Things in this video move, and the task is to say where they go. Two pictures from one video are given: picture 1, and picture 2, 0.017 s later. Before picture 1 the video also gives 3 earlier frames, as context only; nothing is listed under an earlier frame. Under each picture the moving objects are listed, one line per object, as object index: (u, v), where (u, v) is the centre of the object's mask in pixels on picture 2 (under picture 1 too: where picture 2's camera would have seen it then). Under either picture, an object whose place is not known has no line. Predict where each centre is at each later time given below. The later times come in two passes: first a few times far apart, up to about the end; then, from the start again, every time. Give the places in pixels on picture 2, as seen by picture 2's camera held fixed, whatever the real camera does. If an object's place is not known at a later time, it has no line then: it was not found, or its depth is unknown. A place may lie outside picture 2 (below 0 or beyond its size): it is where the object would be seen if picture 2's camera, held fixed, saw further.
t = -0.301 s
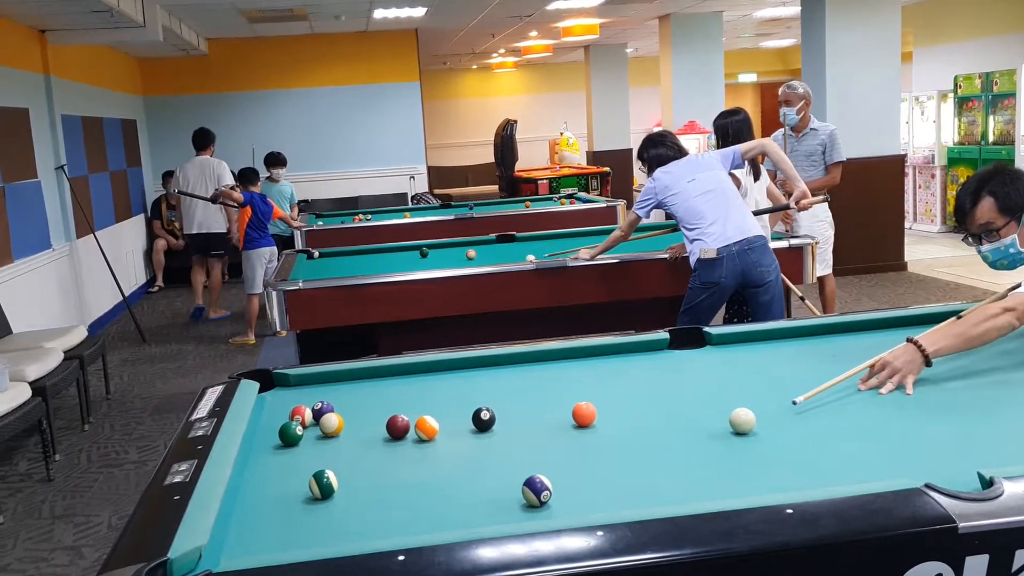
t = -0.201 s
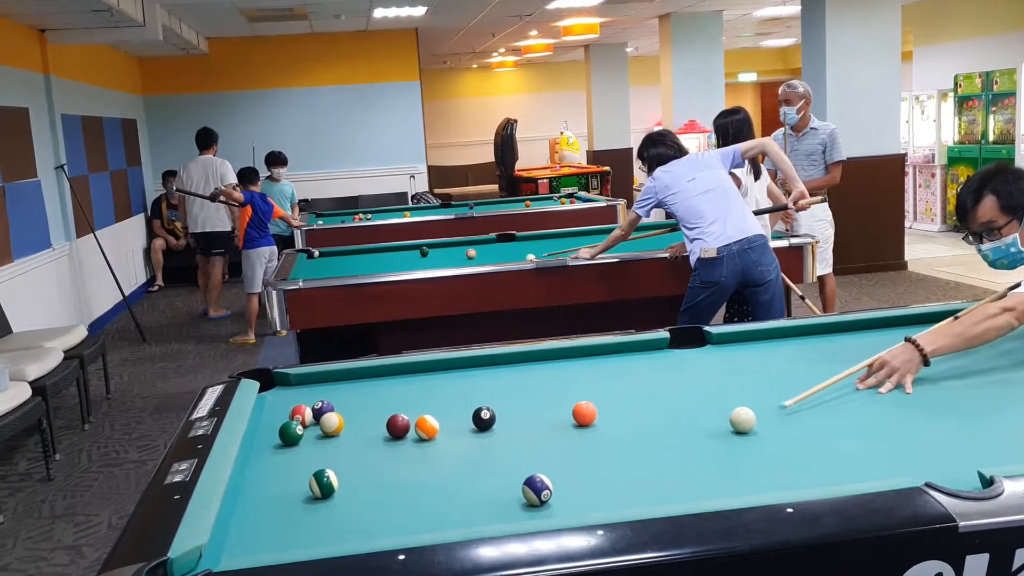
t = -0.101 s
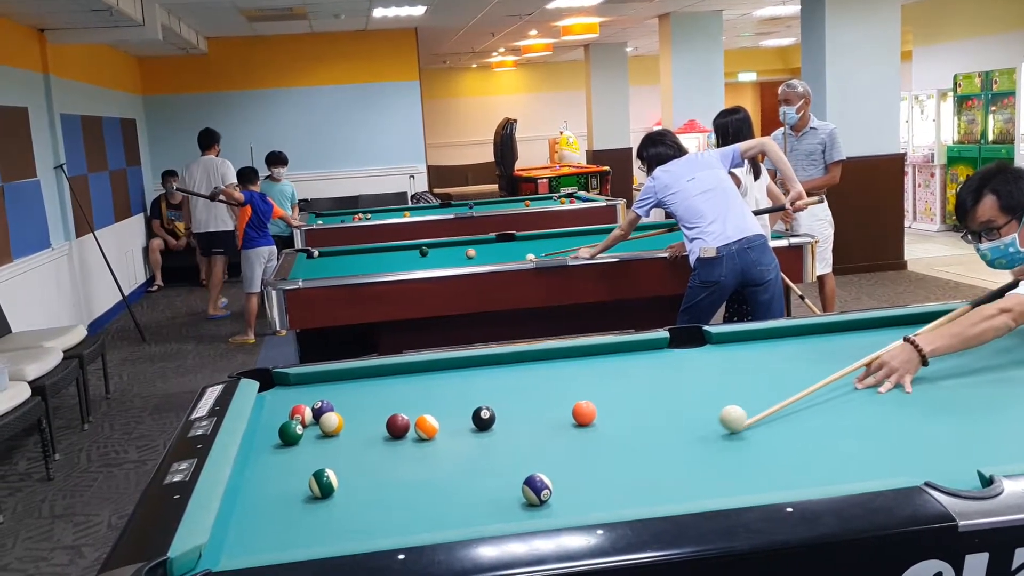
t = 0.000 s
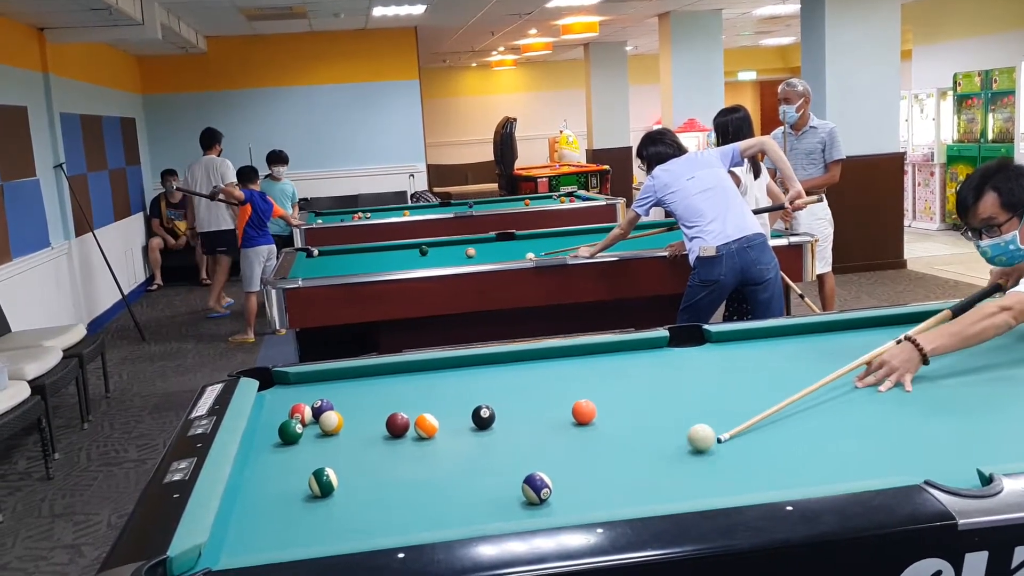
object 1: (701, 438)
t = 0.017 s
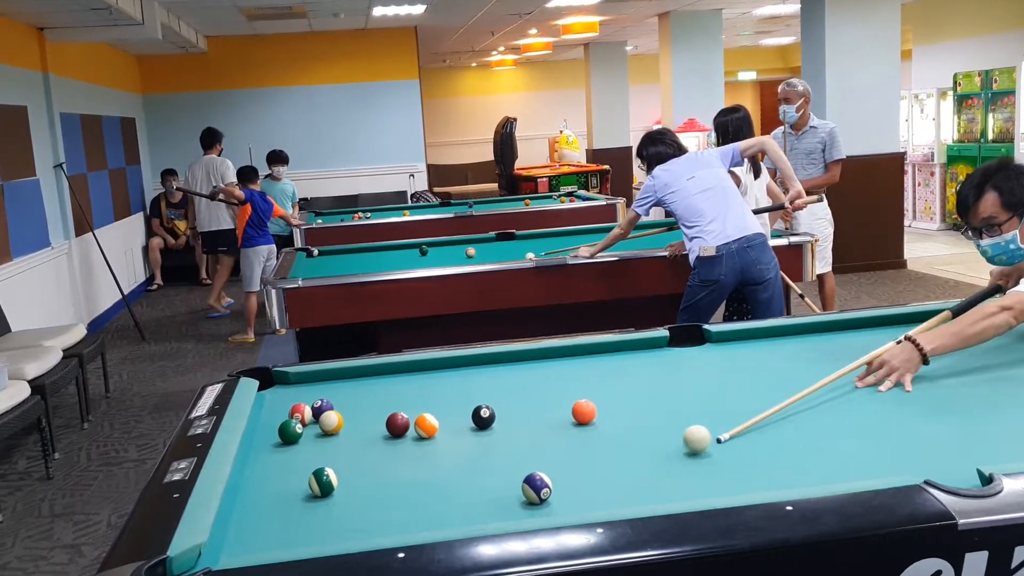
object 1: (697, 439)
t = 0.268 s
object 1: (644, 472)
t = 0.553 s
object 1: (585, 504)
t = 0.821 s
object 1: (524, 506)
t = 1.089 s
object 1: (470, 503)
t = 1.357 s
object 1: (422, 497)
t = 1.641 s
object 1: (378, 491)
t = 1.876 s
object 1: (345, 488)
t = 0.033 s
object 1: (692, 441)
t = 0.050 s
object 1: (688, 445)
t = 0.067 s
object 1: (684, 447)
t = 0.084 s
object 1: (680, 450)
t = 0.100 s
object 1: (676, 452)
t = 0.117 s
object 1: (673, 454)
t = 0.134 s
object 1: (669, 456)
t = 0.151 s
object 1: (666, 458)
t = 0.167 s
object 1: (663, 460)
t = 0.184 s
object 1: (660, 462)
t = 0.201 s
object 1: (657, 464)
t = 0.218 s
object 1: (654, 466)
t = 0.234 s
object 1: (651, 468)
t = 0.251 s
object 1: (647, 470)
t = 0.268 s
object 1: (644, 472)
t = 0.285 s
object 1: (641, 474)
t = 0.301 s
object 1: (637, 476)
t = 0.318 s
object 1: (634, 478)
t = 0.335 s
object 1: (631, 480)
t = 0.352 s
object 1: (627, 483)
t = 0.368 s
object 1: (624, 485)
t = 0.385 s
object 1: (621, 487)
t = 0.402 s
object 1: (617, 489)
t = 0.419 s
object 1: (614, 492)
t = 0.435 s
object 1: (610, 493)
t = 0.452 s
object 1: (606, 494)
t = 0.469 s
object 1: (603, 496)
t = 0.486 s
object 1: (599, 498)
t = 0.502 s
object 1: (596, 499)
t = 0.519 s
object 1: (592, 501)
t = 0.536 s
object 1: (589, 503)
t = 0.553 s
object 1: (585, 504)
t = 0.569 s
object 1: (581, 505)
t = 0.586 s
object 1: (577, 507)
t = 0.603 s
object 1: (573, 507)
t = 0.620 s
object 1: (569, 507)
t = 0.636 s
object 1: (565, 507)
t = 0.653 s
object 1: (561, 507)
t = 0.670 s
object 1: (557, 507)
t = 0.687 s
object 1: (553, 507)
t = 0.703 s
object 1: (550, 507)
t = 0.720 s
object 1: (546, 507)
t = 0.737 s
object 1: (542, 507)
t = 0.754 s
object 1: (538, 506)
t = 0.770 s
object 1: (534, 506)
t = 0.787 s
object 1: (531, 506)
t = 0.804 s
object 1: (527, 506)
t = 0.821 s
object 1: (524, 506)
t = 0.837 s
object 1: (520, 506)
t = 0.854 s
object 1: (517, 506)
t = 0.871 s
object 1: (513, 506)
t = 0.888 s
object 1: (510, 506)
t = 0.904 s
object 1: (506, 506)
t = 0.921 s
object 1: (503, 506)
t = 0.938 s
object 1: (499, 506)
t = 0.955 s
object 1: (496, 506)
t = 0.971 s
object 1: (493, 505)
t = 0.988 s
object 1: (489, 505)
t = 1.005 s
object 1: (486, 504)
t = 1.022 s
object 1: (482, 504)
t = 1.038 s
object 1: (479, 503)
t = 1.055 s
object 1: (476, 503)
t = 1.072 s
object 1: (473, 503)
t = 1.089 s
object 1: (470, 503)
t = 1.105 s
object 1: (467, 502)
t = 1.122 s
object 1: (464, 502)
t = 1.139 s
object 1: (460, 501)
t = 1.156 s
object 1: (457, 501)
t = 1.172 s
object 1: (454, 501)
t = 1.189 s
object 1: (451, 500)
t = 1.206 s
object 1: (448, 500)
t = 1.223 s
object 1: (445, 500)
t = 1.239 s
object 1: (442, 499)
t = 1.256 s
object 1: (439, 499)
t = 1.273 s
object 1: (436, 498)
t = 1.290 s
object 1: (434, 498)
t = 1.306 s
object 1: (431, 498)
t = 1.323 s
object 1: (428, 498)
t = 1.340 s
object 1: (425, 497)
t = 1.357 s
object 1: (422, 497)
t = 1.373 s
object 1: (419, 497)
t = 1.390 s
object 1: (417, 496)
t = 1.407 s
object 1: (414, 496)
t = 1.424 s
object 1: (411, 496)
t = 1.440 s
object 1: (409, 495)
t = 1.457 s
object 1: (406, 495)
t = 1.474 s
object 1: (403, 495)
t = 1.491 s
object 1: (401, 494)
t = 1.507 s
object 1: (398, 494)
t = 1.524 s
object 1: (395, 493)
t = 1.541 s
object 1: (393, 493)
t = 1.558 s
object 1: (391, 493)
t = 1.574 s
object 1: (388, 492)
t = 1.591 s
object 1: (385, 492)
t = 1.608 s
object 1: (383, 492)
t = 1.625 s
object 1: (380, 492)
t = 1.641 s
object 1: (378, 491)
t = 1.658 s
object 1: (375, 491)
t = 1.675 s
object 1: (373, 491)
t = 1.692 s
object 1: (370, 490)
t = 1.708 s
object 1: (368, 490)
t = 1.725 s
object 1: (366, 490)
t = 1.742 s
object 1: (363, 489)
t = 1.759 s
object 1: (361, 489)
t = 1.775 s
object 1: (359, 489)
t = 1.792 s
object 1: (357, 488)
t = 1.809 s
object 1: (355, 488)
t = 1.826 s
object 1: (352, 488)
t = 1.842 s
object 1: (350, 488)
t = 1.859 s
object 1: (348, 488)
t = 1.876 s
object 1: (345, 488)
